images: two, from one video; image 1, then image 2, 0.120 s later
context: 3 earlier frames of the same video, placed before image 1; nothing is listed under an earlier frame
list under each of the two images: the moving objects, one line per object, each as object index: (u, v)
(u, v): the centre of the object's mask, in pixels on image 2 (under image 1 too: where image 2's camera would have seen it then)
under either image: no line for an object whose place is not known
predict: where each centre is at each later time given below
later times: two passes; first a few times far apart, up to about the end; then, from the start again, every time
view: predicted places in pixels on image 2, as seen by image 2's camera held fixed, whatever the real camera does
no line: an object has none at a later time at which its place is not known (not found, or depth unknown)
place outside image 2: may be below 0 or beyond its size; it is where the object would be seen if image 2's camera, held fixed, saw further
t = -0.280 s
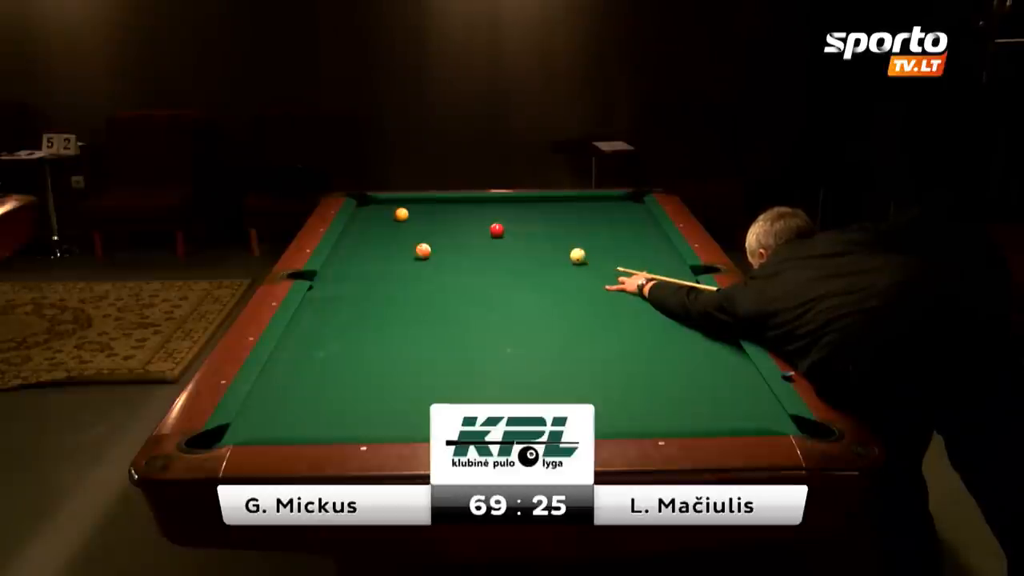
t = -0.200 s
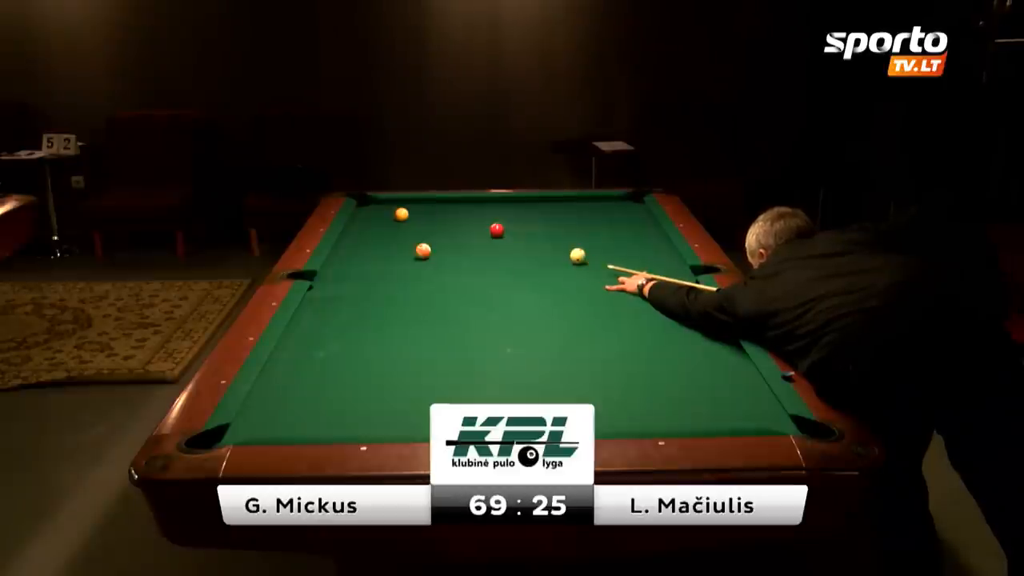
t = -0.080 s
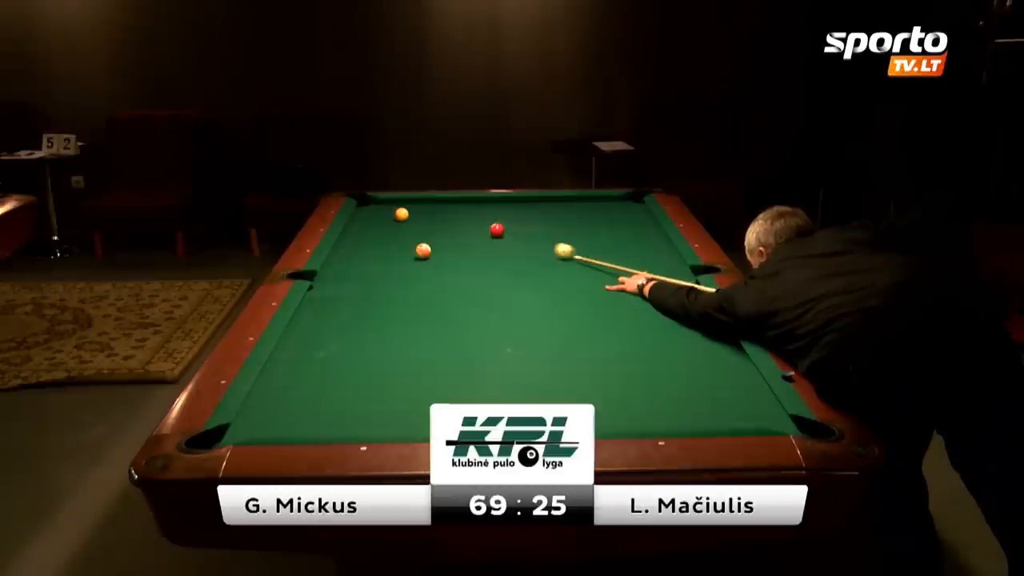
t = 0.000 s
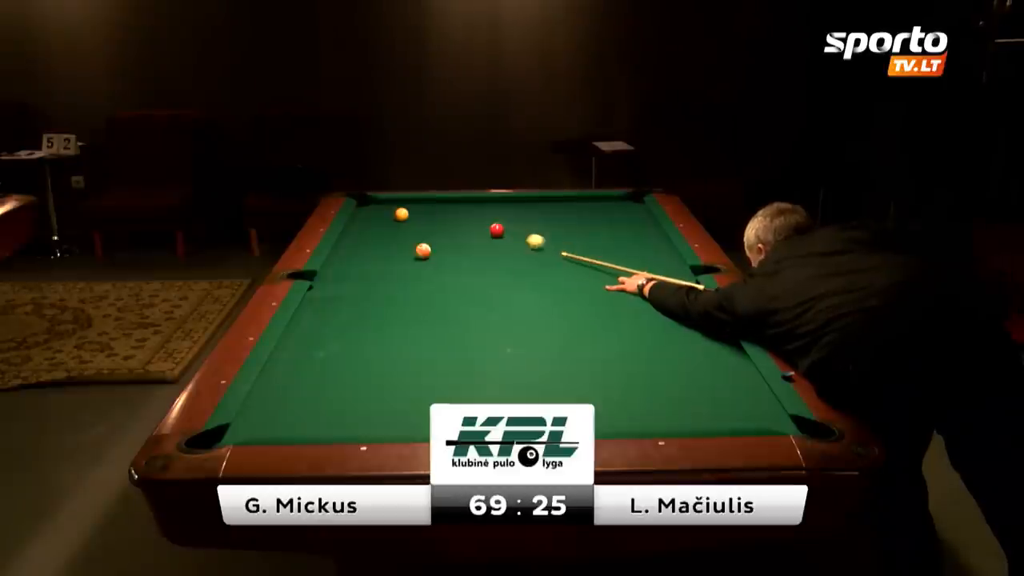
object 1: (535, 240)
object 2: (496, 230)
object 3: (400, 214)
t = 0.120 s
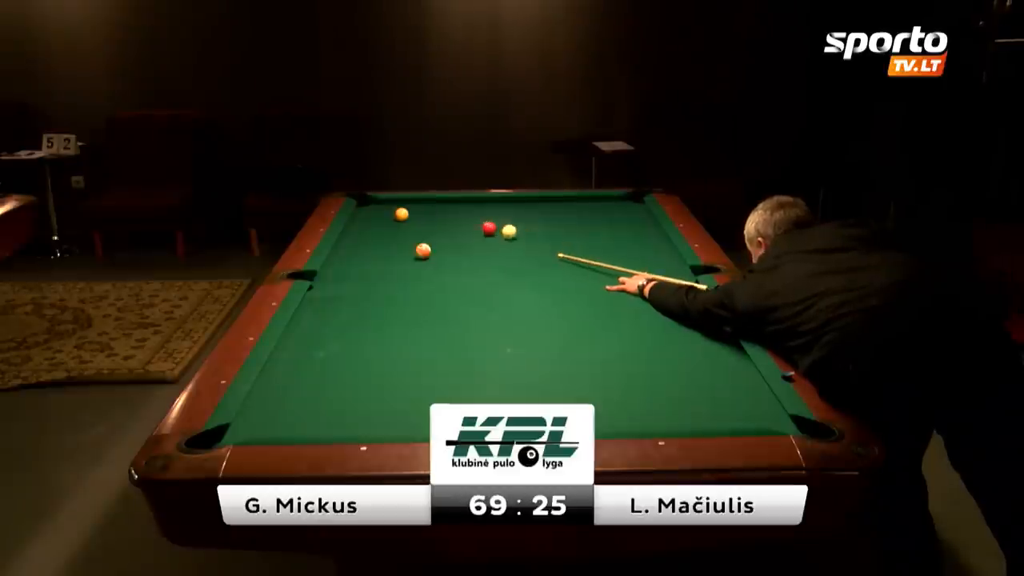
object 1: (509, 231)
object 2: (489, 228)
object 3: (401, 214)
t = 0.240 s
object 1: (514, 229)
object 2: (455, 221)
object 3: (401, 214)
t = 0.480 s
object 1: (525, 226)
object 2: (410, 211)
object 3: (395, 214)
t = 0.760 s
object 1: (536, 223)
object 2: (384, 201)
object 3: (371, 216)
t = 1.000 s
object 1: (544, 220)
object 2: (366, 206)
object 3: (356, 218)
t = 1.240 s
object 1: (550, 217)
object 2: (359, 212)
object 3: (368, 218)
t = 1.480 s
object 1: (557, 216)
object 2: (364, 218)
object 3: (381, 219)
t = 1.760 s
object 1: (562, 214)
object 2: (363, 223)
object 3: (397, 221)
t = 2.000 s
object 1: (567, 212)
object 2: (362, 227)
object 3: (411, 223)
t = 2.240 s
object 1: (571, 211)
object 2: (361, 231)
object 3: (424, 224)
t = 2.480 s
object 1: (575, 210)
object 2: (360, 235)
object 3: (435, 226)
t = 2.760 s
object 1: (578, 209)
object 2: (359, 239)
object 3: (448, 227)
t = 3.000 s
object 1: (580, 209)
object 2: (358, 243)
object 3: (457, 228)
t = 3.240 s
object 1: (581, 208)
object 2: (356, 245)
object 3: (466, 230)
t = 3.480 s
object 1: (582, 208)
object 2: (353, 248)
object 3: (474, 230)
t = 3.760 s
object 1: (581, 208)
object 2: (351, 251)
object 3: (482, 231)
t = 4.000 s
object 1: (581, 208)
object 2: (349, 253)
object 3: (487, 232)
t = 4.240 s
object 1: (581, 208)
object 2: (348, 255)
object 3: (492, 233)
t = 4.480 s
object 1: (581, 208)
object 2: (346, 257)
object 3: (496, 233)
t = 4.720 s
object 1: (582, 208)
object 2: (345, 258)
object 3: (498, 233)
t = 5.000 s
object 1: (581, 208)
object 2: (344, 259)
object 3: (500, 233)
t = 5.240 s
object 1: (581, 208)
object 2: (343, 259)
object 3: (500, 233)
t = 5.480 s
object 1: (581, 208)
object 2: (342, 259)
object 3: (500, 233)
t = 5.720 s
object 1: (582, 208)
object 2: (342, 260)
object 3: (500, 233)
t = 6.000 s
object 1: (582, 208)
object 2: (342, 260)
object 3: (500, 233)
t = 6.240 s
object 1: (581, 208)
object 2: (342, 260)
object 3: (500, 233)
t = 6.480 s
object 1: (581, 208)
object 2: (342, 260)
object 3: (500, 233)
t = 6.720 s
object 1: (581, 208)
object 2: (342, 260)
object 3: (500, 233)
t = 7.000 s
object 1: (581, 208)
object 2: (342, 260)
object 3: (500, 233)
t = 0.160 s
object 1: (511, 230)
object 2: (476, 225)
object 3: (401, 214)
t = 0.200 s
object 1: (513, 230)
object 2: (465, 223)
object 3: (401, 214)
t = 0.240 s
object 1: (514, 229)
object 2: (455, 221)
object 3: (401, 214)
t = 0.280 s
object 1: (516, 229)
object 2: (446, 220)
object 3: (401, 214)
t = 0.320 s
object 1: (518, 228)
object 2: (437, 218)
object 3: (401, 214)
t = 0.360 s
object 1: (520, 228)
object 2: (429, 216)
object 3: (401, 214)
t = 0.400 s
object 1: (521, 227)
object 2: (421, 214)
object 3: (401, 214)
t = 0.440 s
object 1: (523, 227)
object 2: (414, 212)
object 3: (400, 214)
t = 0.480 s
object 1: (525, 226)
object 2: (410, 211)
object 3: (395, 214)
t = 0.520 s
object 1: (526, 226)
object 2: (406, 209)
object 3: (392, 215)
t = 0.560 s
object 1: (528, 225)
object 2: (402, 207)
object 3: (388, 215)
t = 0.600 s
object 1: (530, 224)
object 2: (398, 206)
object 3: (385, 215)
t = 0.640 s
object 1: (531, 224)
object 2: (394, 204)
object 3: (381, 216)
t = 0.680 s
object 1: (533, 224)
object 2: (391, 201)
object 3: (378, 216)
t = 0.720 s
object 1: (534, 223)
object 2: (387, 201)
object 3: (374, 216)
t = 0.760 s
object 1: (536, 223)
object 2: (384, 201)
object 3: (371, 216)
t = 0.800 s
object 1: (537, 222)
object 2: (381, 201)
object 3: (367, 217)
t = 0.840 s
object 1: (538, 222)
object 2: (378, 203)
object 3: (364, 217)
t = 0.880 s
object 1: (540, 221)
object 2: (375, 204)
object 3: (361, 217)
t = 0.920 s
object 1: (541, 221)
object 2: (372, 205)
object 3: (357, 217)
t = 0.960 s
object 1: (542, 221)
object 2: (369, 206)
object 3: (354, 218)
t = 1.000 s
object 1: (544, 220)
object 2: (366, 206)
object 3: (356, 218)
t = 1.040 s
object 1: (544, 220)
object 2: (363, 207)
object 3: (358, 218)
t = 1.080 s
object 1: (546, 219)
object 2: (360, 208)
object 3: (360, 218)
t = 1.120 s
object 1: (547, 219)
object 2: (358, 209)
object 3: (362, 218)
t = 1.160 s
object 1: (548, 218)
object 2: (358, 210)
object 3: (364, 218)
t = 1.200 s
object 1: (549, 218)
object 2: (358, 211)
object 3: (366, 218)
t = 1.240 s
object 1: (550, 217)
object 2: (359, 212)
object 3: (368, 218)
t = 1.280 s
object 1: (551, 217)
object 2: (361, 213)
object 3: (370, 218)
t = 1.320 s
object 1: (552, 217)
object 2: (362, 214)
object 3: (372, 218)
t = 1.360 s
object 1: (554, 217)
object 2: (363, 215)
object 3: (374, 218)
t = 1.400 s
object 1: (554, 216)
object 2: (364, 217)
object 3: (376, 218)
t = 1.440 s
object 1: (556, 216)
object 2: (364, 217)
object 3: (378, 219)
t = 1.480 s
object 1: (557, 216)
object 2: (364, 218)
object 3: (381, 219)
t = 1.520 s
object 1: (557, 215)
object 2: (364, 219)
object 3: (383, 219)
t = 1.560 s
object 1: (558, 215)
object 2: (364, 220)
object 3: (385, 220)
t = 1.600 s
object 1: (559, 215)
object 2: (364, 221)
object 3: (388, 220)
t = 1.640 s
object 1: (560, 214)
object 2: (364, 221)
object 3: (390, 220)
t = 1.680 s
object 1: (561, 214)
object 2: (364, 222)
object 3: (392, 221)
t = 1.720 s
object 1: (562, 214)
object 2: (363, 223)
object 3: (395, 221)
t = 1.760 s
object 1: (562, 214)
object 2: (363, 223)
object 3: (397, 221)
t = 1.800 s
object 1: (563, 213)
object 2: (363, 224)
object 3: (399, 221)
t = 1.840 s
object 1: (564, 213)
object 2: (363, 225)
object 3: (401, 222)
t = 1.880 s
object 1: (565, 213)
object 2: (363, 225)
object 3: (404, 222)
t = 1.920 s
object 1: (566, 212)
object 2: (362, 226)
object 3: (406, 222)
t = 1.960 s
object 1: (567, 212)
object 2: (362, 227)
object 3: (409, 222)
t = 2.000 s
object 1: (567, 212)
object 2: (362, 227)
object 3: (411, 223)
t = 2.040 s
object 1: (568, 212)
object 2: (362, 228)
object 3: (413, 223)
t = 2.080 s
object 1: (569, 212)
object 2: (362, 229)
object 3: (415, 223)
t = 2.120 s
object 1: (569, 211)
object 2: (362, 229)
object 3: (417, 224)
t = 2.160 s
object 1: (570, 211)
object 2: (361, 230)
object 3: (419, 224)
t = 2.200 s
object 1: (571, 211)
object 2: (361, 231)
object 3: (421, 224)
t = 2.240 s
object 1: (571, 211)
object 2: (361, 231)
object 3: (424, 224)
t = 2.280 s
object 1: (572, 211)
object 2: (361, 232)
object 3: (426, 224)
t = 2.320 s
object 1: (572, 211)
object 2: (361, 232)
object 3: (428, 225)
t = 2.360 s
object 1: (573, 211)
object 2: (361, 233)
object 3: (430, 225)
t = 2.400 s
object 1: (574, 210)
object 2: (361, 234)
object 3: (432, 225)
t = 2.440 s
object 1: (574, 210)
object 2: (361, 234)
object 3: (434, 225)
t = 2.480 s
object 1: (575, 210)
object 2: (360, 235)
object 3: (435, 226)
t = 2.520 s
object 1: (575, 210)
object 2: (360, 236)
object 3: (437, 226)
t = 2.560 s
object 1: (576, 210)
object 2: (360, 236)
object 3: (439, 226)
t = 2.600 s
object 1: (576, 210)
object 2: (360, 237)
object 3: (441, 226)
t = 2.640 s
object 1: (577, 209)
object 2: (360, 237)
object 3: (443, 227)
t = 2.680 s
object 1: (577, 209)
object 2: (359, 238)
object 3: (444, 227)
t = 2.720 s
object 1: (578, 209)
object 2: (359, 239)
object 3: (446, 227)
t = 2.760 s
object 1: (578, 209)
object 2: (359, 239)
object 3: (448, 227)
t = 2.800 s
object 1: (578, 209)
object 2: (359, 240)
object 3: (450, 227)
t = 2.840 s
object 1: (579, 209)
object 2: (358, 240)
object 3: (451, 228)
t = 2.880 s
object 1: (579, 209)
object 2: (358, 241)
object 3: (453, 228)
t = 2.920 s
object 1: (579, 209)
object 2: (358, 241)
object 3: (455, 228)
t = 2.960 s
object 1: (579, 209)
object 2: (358, 242)
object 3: (456, 228)
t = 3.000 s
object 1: (580, 209)
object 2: (358, 243)
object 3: (457, 228)
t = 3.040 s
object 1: (580, 209)
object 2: (357, 243)
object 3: (459, 229)
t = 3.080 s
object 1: (580, 209)
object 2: (357, 244)
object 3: (460, 229)
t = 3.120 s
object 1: (580, 208)
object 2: (357, 244)
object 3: (462, 229)
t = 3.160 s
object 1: (580, 208)
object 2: (356, 245)
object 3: (463, 229)
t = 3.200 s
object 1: (581, 208)
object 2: (356, 245)
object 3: (465, 229)
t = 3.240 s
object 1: (581, 208)
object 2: (356, 245)
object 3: (466, 230)
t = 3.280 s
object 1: (581, 208)
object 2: (355, 246)
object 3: (468, 230)
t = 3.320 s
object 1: (581, 208)
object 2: (355, 246)
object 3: (469, 230)
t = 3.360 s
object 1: (581, 208)
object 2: (354, 247)
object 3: (470, 230)
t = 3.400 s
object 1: (581, 208)
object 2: (354, 248)
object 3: (471, 230)
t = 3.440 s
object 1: (581, 208)
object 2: (354, 248)
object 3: (473, 230)
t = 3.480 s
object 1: (582, 208)
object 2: (353, 248)
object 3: (474, 230)
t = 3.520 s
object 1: (582, 208)
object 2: (353, 249)
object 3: (475, 231)
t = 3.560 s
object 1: (582, 208)
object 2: (353, 249)
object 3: (476, 231)
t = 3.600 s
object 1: (582, 208)
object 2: (352, 250)
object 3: (477, 231)
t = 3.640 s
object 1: (582, 208)
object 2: (352, 250)
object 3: (479, 231)
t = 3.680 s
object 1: (582, 208)
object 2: (352, 250)
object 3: (480, 231)
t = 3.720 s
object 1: (582, 208)
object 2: (352, 251)
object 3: (481, 231)
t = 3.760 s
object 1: (581, 208)
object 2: (351, 251)
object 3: (482, 231)
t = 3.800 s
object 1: (581, 208)
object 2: (351, 252)
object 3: (482, 232)
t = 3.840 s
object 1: (581, 208)
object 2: (350, 252)
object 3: (484, 232)
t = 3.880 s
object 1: (581, 208)
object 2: (350, 252)
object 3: (484, 232)
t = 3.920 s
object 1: (581, 208)
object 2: (350, 253)
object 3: (485, 232)
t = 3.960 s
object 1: (581, 208)
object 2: (349, 253)
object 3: (486, 232)
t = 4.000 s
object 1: (581, 208)
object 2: (349, 253)
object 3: (487, 232)
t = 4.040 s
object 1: (581, 208)
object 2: (349, 254)
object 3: (488, 232)
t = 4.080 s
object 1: (581, 208)
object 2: (348, 254)
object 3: (489, 232)
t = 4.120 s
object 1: (581, 208)
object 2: (348, 254)
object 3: (490, 232)
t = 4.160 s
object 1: (581, 208)
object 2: (348, 255)
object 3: (491, 232)
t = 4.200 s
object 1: (581, 208)
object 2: (348, 255)
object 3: (491, 232)
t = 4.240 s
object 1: (581, 208)
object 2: (348, 255)
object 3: (492, 233)
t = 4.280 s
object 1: (581, 208)
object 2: (347, 256)
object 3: (493, 233)
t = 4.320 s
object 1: (581, 208)
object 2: (347, 256)
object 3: (494, 233)
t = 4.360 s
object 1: (582, 208)
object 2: (347, 256)
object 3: (494, 233)
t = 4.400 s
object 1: (581, 208)
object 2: (346, 256)
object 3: (495, 233)
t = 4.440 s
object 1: (582, 208)
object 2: (346, 257)
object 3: (495, 233)
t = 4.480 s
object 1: (581, 208)
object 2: (346, 257)
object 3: (496, 233)
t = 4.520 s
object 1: (581, 208)
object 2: (346, 257)
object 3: (496, 233)
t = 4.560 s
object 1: (581, 208)
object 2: (346, 257)
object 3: (497, 233)
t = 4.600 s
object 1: (582, 208)
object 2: (346, 257)
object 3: (497, 233)
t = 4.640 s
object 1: (581, 208)
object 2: (346, 257)
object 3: (498, 233)
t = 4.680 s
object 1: (581, 208)
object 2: (345, 258)
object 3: (498, 233)
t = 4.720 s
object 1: (582, 208)
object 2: (345, 258)
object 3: (498, 233)
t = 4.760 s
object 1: (582, 208)
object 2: (345, 258)
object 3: (499, 233)
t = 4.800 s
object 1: (581, 208)
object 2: (345, 258)
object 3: (499, 233)
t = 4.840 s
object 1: (581, 208)
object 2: (344, 258)
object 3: (499, 233)
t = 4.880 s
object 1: (581, 208)
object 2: (344, 258)
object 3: (499, 233)
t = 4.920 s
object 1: (581, 208)
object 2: (344, 259)
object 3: (500, 233)
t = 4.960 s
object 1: (581, 208)
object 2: (344, 259)
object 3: (500, 233)
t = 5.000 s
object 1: (581, 208)
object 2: (344, 259)
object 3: (500, 233)
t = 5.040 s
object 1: (582, 208)
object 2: (343, 259)
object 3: (500, 233)
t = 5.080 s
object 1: (581, 208)
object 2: (343, 259)
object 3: (500, 233)
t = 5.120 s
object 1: (581, 208)
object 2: (343, 259)
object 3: (500, 233)
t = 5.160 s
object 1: (581, 208)
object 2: (343, 259)
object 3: (500, 233)
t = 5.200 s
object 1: (581, 208)
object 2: (343, 259)
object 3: (500, 233)
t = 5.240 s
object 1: (581, 208)
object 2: (343, 259)
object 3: (500, 233)
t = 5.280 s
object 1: (581, 208)
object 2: (343, 259)
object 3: (500, 233)
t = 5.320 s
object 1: (581, 208)
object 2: (343, 259)
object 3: (500, 233)
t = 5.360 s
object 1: (581, 208)
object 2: (342, 259)
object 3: (500, 233)
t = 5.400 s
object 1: (581, 208)
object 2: (342, 259)
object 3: (500, 233)
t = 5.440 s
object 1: (581, 208)
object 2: (342, 259)
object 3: (500, 233)
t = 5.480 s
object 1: (581, 208)
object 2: (342, 259)
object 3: (500, 233)
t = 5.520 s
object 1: (581, 208)
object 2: (342, 259)
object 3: (500, 233)
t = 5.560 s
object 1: (581, 208)
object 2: (342, 259)
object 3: (500, 233)
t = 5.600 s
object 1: (581, 208)
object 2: (342, 260)
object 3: (500, 233)
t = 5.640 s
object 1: (581, 208)
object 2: (342, 260)
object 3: (500, 233)
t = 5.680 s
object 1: (581, 208)
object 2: (342, 260)
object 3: (500, 233)
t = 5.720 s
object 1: (582, 208)
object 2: (342, 260)
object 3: (500, 233)
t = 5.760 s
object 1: (581, 208)
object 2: (342, 260)
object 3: (500, 233)
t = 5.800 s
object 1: (581, 208)
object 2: (342, 260)
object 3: (500, 233)
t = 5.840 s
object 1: (581, 208)
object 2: (342, 260)
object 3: (500, 233)
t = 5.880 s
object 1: (581, 208)
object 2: (342, 260)
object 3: (500, 233)
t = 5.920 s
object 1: (581, 208)
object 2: (342, 260)
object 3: (500, 233)
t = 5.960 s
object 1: (581, 208)
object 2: (342, 260)
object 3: (500, 233)
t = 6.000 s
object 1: (582, 208)
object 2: (342, 260)
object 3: (500, 233)
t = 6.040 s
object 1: (581, 208)
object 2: (342, 260)
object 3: (500, 233)
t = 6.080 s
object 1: (581, 208)
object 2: (342, 260)
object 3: (500, 233)
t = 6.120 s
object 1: (581, 208)
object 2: (342, 260)
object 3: (500, 233)
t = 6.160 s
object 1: (581, 208)
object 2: (342, 260)
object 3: (500, 233)
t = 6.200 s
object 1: (581, 208)
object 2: (342, 260)
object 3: (500, 233)
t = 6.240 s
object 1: (581, 208)
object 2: (342, 260)
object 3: (500, 233)
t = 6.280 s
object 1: (582, 208)
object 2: (342, 260)
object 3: (500, 233)
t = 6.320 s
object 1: (581, 208)
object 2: (342, 260)
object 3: (500, 233)
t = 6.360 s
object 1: (581, 208)
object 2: (342, 260)
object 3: (500, 233)
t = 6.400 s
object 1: (581, 208)
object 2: (342, 260)
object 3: (500, 233)
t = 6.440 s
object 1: (581, 208)
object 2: (342, 260)
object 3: (500, 233)
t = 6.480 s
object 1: (581, 208)
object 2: (342, 260)
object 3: (500, 233)
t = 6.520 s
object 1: (581, 208)
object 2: (342, 260)
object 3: (500, 233)
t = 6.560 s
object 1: (582, 208)
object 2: (342, 260)
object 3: (500, 233)
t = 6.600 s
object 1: (581, 208)
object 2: (342, 260)
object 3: (500, 233)
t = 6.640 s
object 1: (581, 208)
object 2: (342, 260)
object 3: (500, 233)
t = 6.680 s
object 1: (581, 208)
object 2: (342, 260)
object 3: (500, 233)
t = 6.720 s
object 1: (581, 208)
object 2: (342, 260)
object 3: (500, 233)
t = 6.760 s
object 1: (581, 208)
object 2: (342, 260)
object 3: (500, 233)
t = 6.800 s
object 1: (581, 208)
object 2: (342, 260)
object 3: (500, 233)
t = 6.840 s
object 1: (581, 208)
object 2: (342, 260)
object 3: (500, 233)
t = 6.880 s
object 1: (581, 208)
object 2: (342, 260)
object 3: (500, 233)
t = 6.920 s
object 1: (582, 208)
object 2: (342, 260)
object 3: (500, 233)
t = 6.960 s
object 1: (581, 208)
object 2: (342, 260)
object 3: (500, 233)
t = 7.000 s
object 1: (581, 208)
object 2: (342, 260)
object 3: (500, 233)
